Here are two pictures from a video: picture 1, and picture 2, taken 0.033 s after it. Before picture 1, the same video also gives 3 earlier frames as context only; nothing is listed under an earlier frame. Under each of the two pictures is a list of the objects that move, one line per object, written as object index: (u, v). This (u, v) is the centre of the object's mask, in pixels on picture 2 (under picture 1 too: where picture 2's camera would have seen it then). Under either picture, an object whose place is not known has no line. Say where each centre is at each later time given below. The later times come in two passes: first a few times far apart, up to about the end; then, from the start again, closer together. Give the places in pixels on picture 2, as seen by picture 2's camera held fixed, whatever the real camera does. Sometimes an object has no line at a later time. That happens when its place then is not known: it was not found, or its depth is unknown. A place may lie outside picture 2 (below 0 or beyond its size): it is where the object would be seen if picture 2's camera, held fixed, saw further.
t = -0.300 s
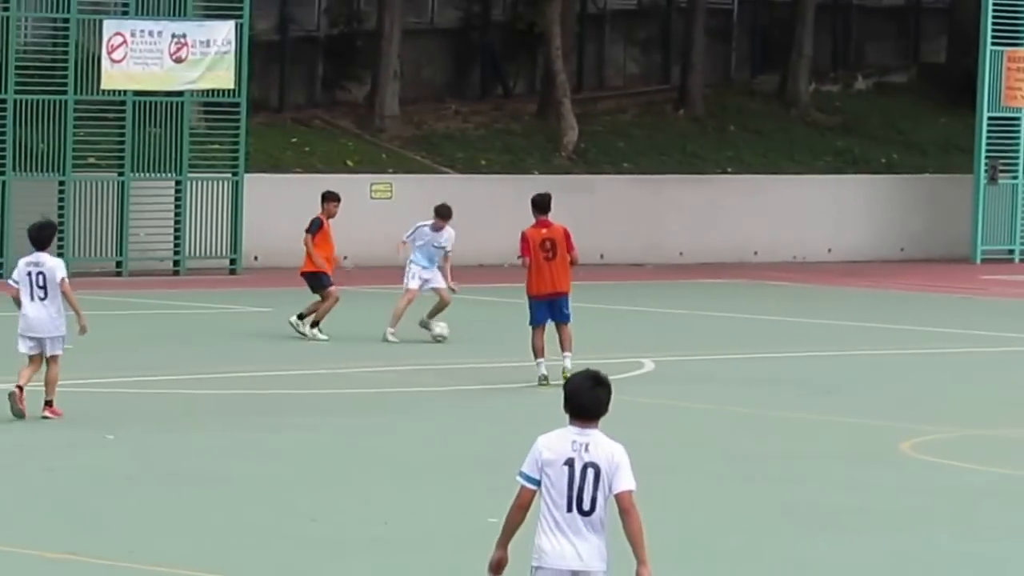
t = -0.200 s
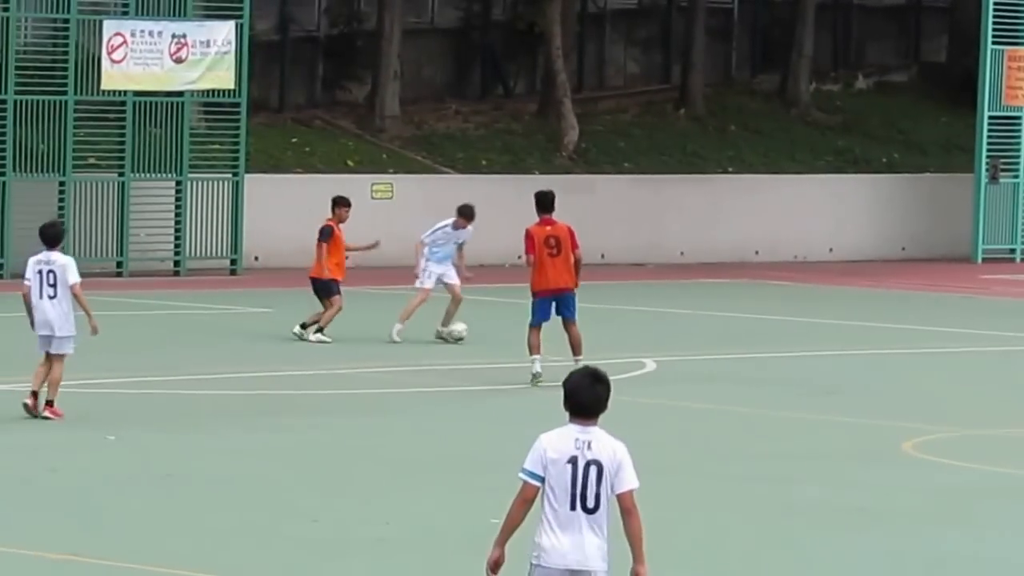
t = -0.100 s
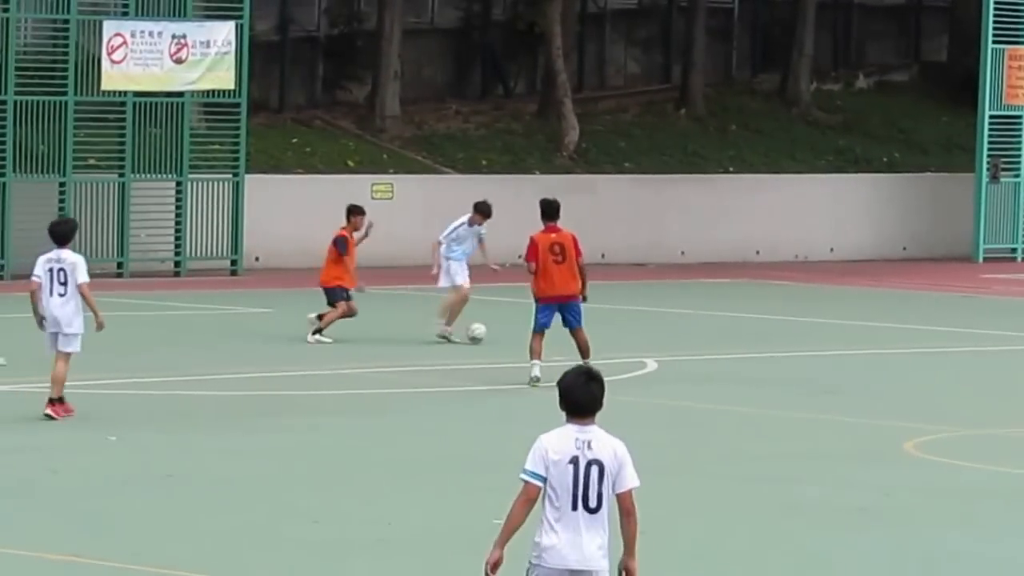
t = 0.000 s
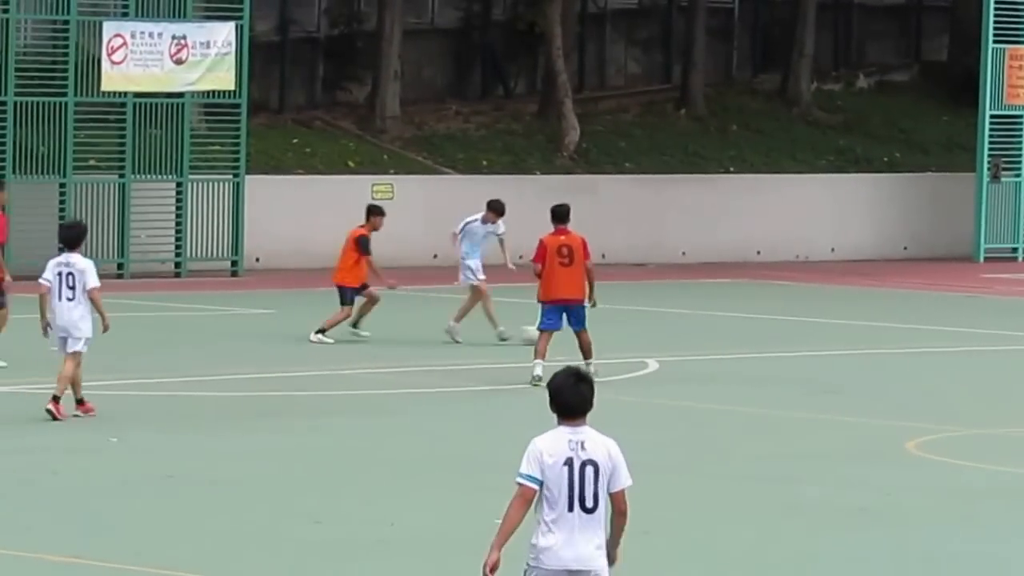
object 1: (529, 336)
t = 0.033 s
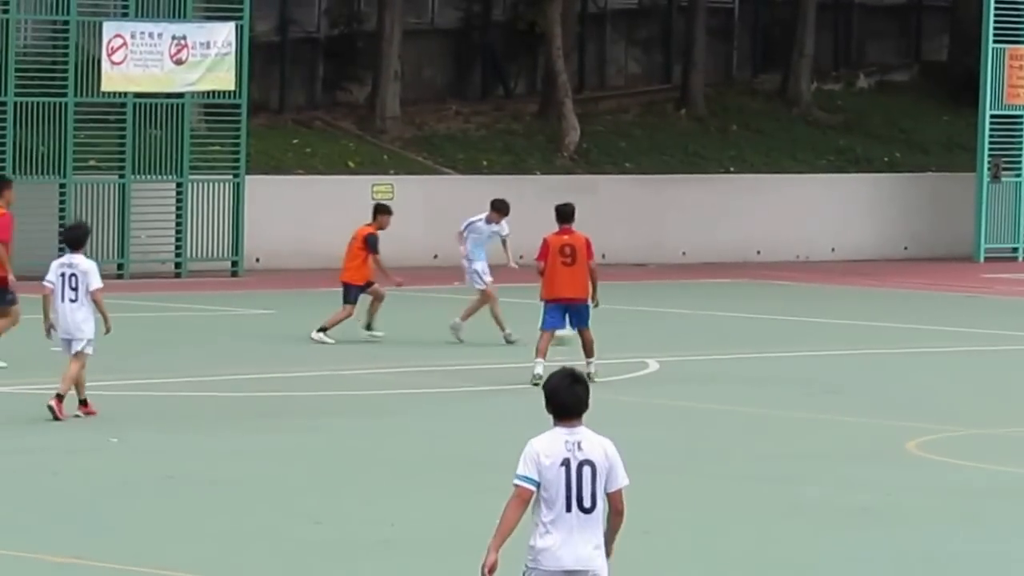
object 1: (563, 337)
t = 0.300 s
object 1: (750, 335)
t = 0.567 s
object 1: (887, 336)
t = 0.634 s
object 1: (917, 338)
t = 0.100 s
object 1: (613, 335)
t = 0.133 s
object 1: (639, 336)
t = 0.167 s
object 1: (663, 335)
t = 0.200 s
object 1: (686, 334)
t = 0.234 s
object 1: (709, 335)
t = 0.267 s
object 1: (730, 336)
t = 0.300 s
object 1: (750, 335)
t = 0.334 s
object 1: (770, 335)
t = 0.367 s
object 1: (788, 337)
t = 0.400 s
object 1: (806, 335)
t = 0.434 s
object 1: (822, 334)
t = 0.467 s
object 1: (840, 334)
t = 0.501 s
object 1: (856, 336)
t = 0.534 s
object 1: (872, 337)
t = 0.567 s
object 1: (887, 336)
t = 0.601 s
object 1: (902, 336)
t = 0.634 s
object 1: (917, 338)
